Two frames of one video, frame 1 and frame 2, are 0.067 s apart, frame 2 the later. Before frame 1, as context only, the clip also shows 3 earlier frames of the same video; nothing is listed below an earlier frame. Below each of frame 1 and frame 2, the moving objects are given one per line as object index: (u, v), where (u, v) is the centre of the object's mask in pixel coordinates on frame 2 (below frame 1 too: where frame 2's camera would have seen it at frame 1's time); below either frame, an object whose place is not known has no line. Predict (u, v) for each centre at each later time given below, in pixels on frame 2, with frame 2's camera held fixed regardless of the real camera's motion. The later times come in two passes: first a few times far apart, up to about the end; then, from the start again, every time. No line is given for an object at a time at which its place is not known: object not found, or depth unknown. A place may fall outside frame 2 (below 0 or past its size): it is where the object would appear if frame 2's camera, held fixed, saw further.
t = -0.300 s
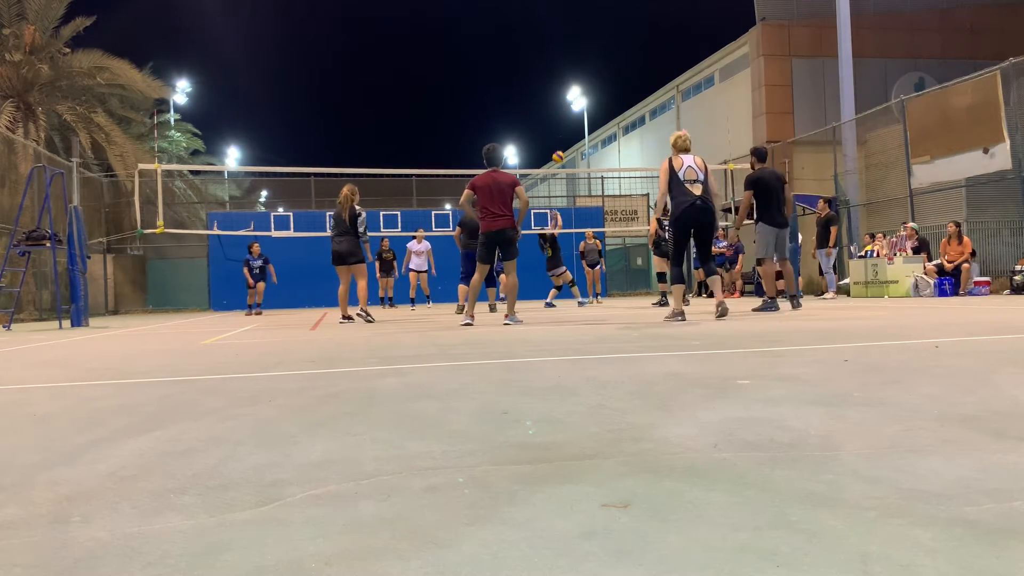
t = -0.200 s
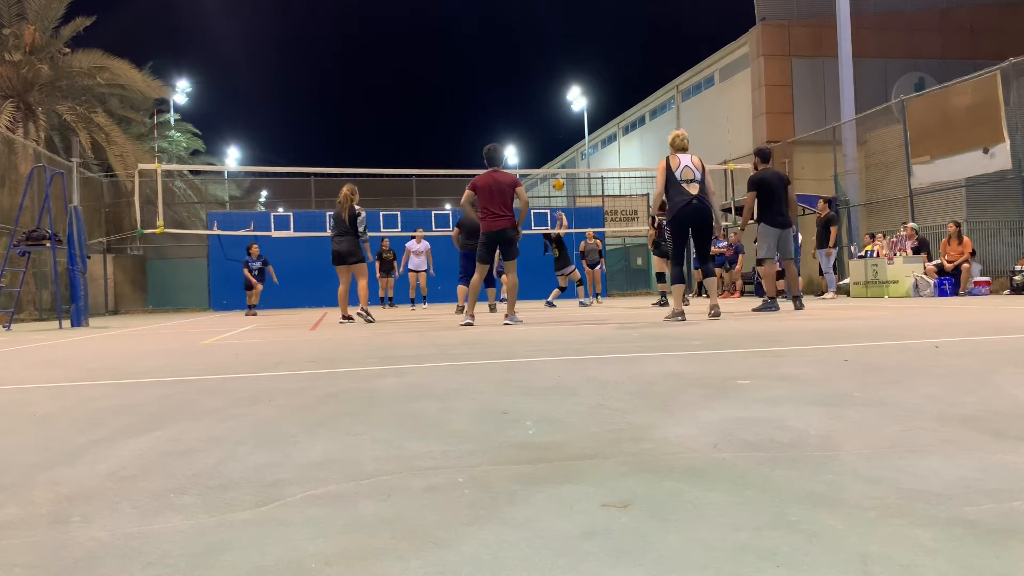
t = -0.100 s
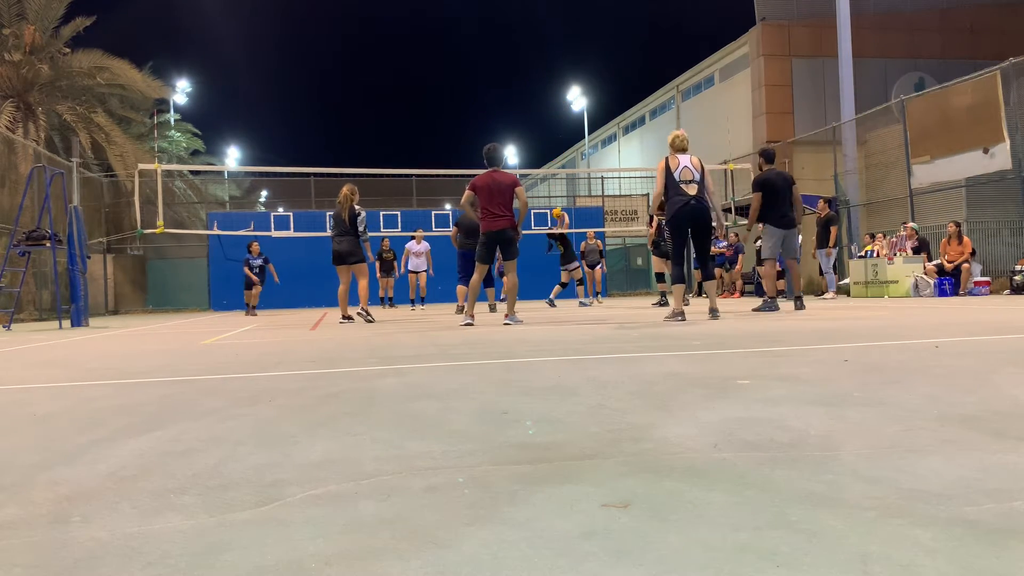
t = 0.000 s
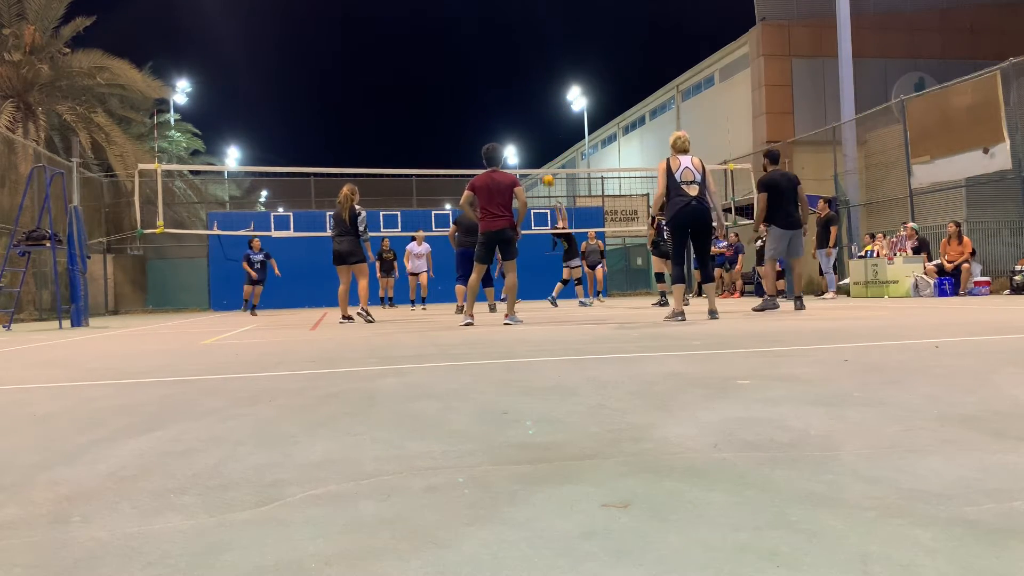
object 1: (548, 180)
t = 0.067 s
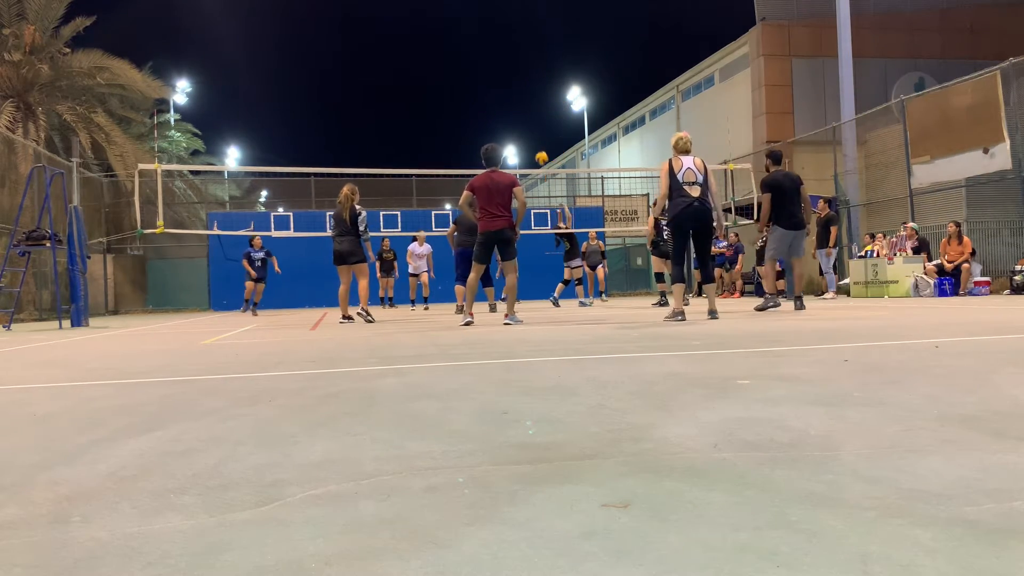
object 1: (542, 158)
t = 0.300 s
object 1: (520, 102)
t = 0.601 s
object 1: (495, 76)
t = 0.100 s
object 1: (538, 148)
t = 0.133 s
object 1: (535, 138)
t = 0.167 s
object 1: (532, 130)
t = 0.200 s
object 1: (529, 122)
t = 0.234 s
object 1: (526, 115)
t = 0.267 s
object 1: (523, 108)
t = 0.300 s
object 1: (520, 102)
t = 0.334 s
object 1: (517, 96)
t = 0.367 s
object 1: (514, 91)
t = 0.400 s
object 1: (511, 87)
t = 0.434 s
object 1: (508, 84)
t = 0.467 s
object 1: (505, 81)
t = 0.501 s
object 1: (503, 78)
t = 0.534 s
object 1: (500, 77)
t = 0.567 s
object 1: (497, 76)
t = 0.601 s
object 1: (495, 76)
